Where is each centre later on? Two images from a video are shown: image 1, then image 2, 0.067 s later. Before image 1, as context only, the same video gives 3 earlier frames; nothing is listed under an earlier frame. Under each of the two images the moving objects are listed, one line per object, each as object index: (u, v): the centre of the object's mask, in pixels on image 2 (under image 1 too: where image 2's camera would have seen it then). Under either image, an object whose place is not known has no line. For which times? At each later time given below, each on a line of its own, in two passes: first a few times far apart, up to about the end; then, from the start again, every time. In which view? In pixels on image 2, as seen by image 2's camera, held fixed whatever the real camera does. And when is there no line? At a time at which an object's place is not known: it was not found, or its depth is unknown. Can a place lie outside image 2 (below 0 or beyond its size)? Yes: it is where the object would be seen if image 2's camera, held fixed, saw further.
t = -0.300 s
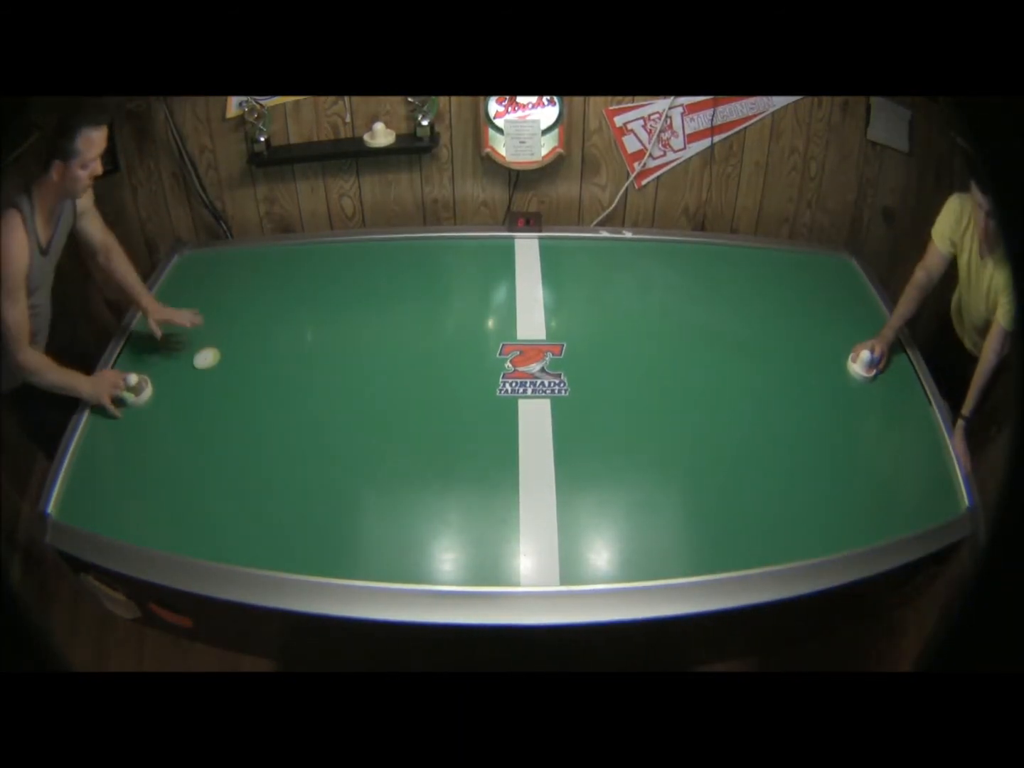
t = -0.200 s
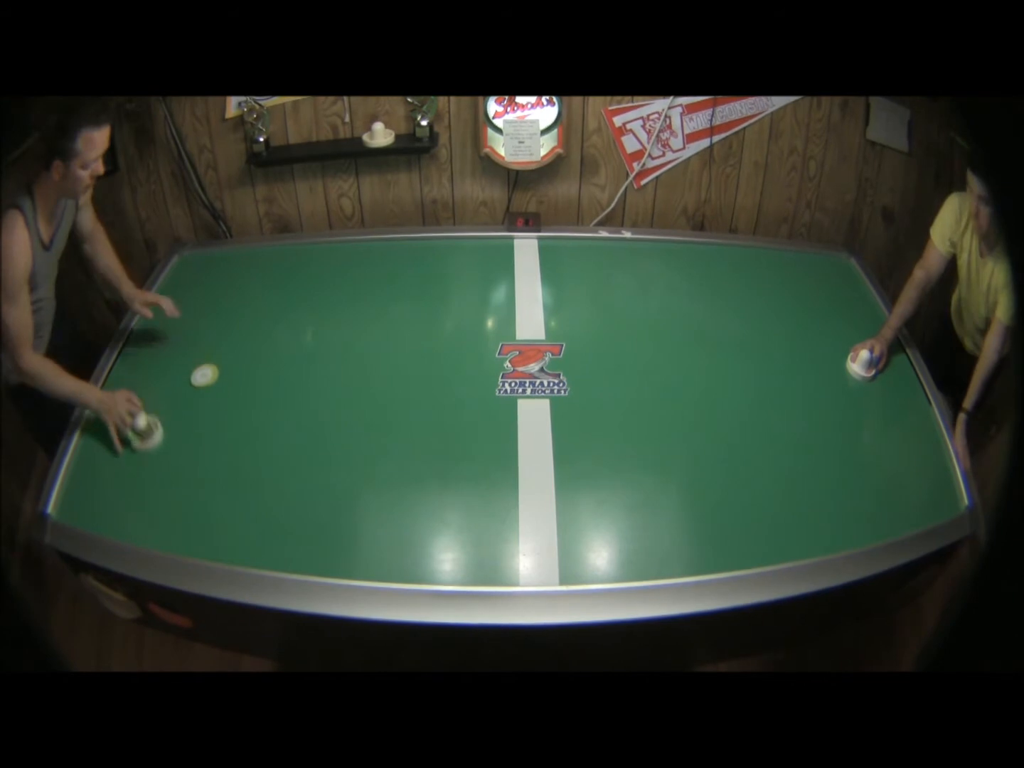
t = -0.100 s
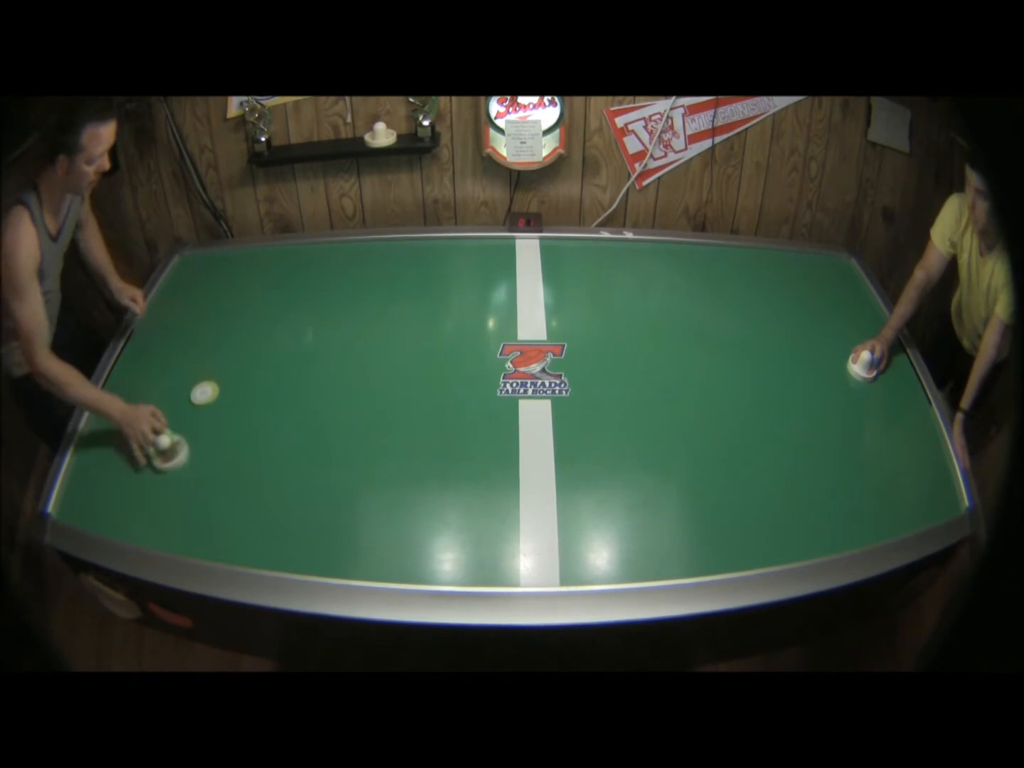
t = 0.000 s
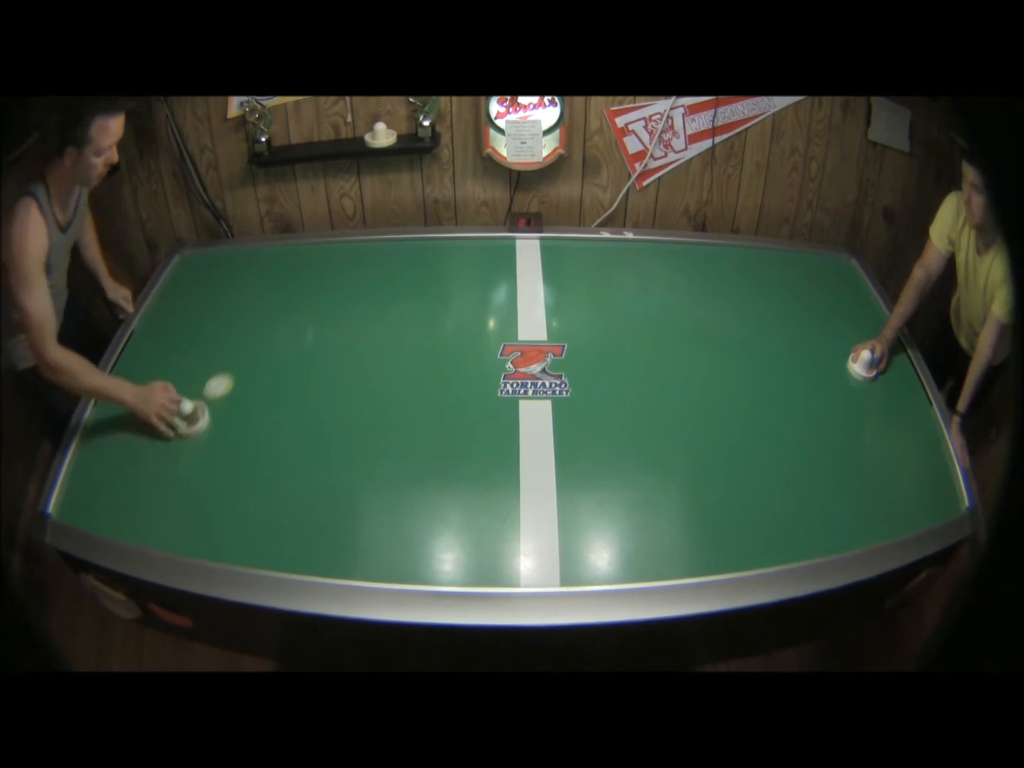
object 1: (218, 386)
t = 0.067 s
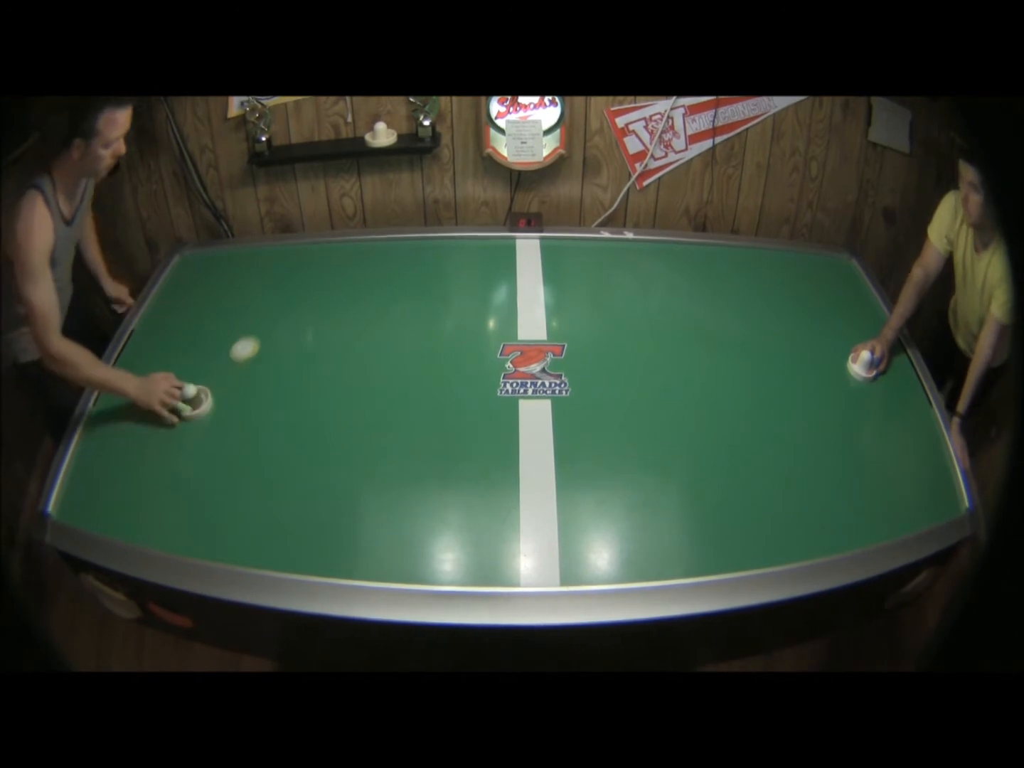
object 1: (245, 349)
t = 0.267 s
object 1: (316, 259)
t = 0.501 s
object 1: (299, 330)
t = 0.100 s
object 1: (258, 332)
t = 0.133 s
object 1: (270, 315)
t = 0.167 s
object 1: (283, 300)
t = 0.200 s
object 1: (294, 286)
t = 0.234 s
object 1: (305, 272)
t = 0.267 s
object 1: (316, 259)
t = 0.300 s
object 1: (323, 252)
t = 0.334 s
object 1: (320, 263)
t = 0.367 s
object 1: (315, 275)
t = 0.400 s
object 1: (311, 287)
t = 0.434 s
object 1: (308, 300)
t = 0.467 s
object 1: (304, 314)
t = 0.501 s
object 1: (299, 330)
